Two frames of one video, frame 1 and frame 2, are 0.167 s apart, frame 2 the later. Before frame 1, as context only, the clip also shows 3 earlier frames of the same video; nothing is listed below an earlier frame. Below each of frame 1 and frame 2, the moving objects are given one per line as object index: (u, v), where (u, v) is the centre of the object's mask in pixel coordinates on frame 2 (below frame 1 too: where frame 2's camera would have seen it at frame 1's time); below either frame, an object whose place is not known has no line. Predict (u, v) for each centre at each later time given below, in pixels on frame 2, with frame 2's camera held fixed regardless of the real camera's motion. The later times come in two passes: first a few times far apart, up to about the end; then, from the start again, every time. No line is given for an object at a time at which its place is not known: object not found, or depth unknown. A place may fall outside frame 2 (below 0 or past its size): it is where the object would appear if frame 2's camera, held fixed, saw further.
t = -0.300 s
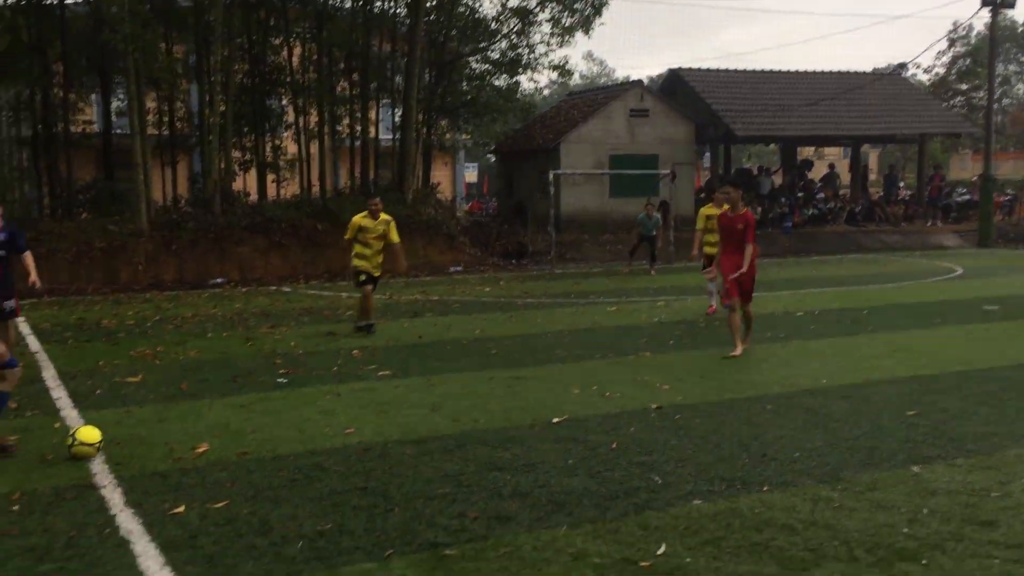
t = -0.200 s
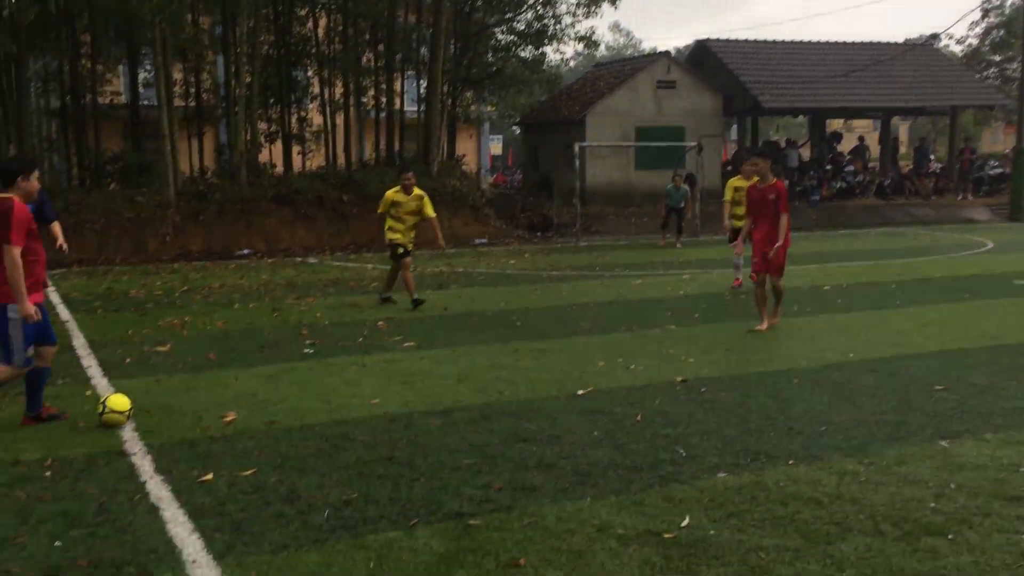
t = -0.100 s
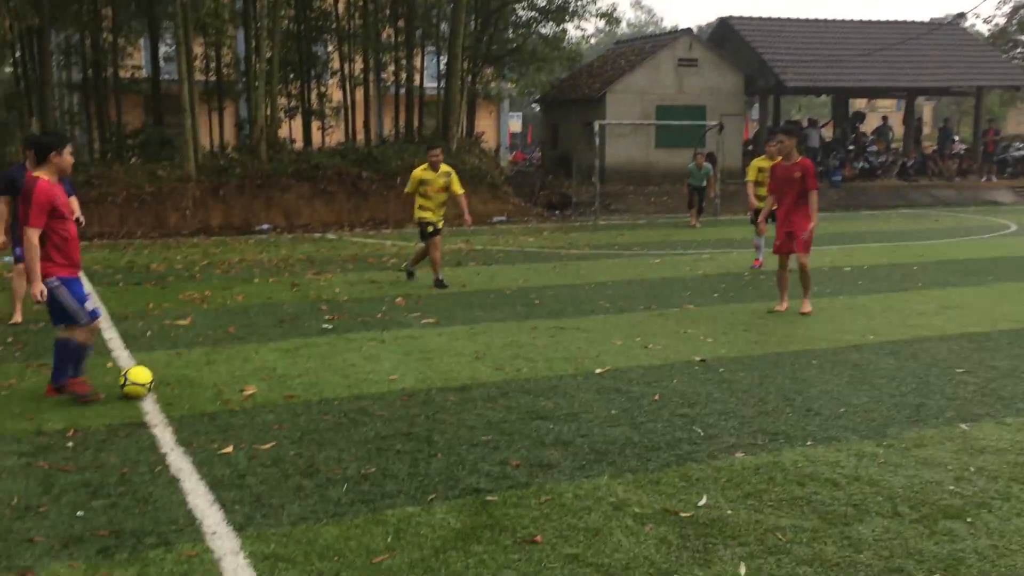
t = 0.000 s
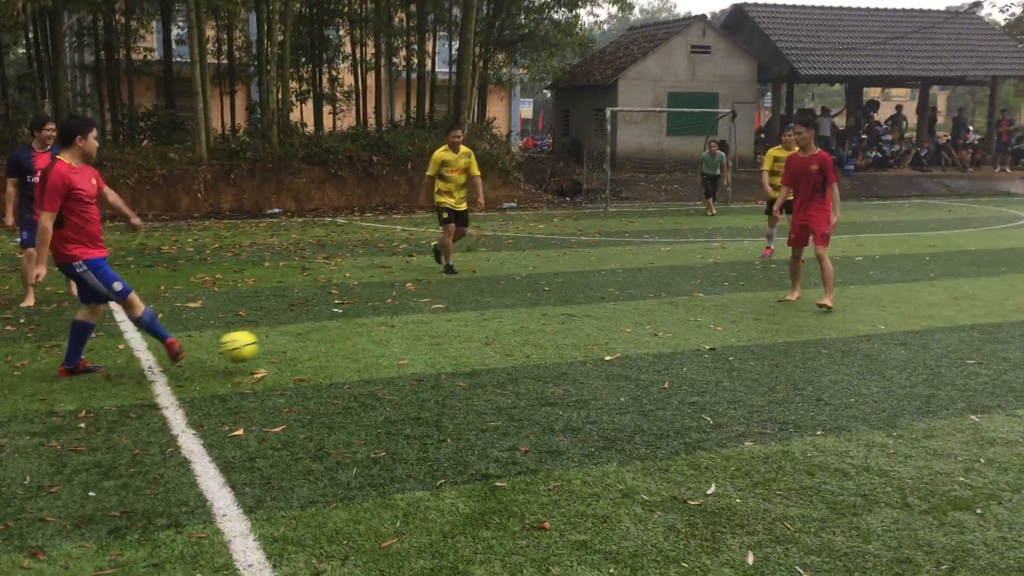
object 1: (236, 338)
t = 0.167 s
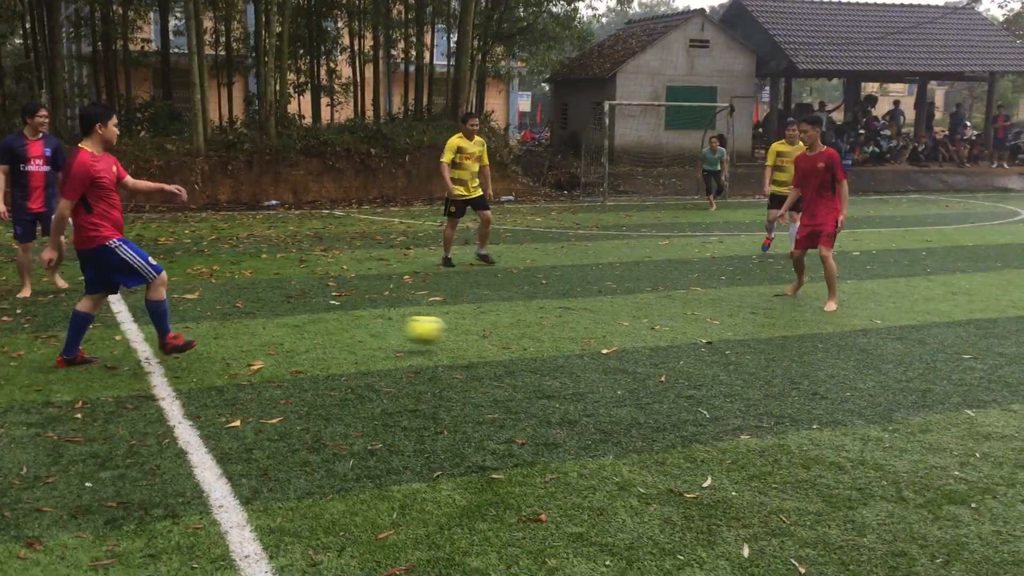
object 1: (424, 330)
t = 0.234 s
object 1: (495, 333)
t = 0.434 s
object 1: (653, 324)
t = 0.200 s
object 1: (462, 331)
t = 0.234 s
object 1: (495, 333)
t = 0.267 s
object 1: (524, 330)
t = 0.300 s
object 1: (552, 326)
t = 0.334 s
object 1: (578, 325)
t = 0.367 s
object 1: (604, 326)
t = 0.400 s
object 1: (629, 325)
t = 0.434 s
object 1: (653, 324)
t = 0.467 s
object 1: (675, 322)
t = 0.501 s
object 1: (697, 320)
